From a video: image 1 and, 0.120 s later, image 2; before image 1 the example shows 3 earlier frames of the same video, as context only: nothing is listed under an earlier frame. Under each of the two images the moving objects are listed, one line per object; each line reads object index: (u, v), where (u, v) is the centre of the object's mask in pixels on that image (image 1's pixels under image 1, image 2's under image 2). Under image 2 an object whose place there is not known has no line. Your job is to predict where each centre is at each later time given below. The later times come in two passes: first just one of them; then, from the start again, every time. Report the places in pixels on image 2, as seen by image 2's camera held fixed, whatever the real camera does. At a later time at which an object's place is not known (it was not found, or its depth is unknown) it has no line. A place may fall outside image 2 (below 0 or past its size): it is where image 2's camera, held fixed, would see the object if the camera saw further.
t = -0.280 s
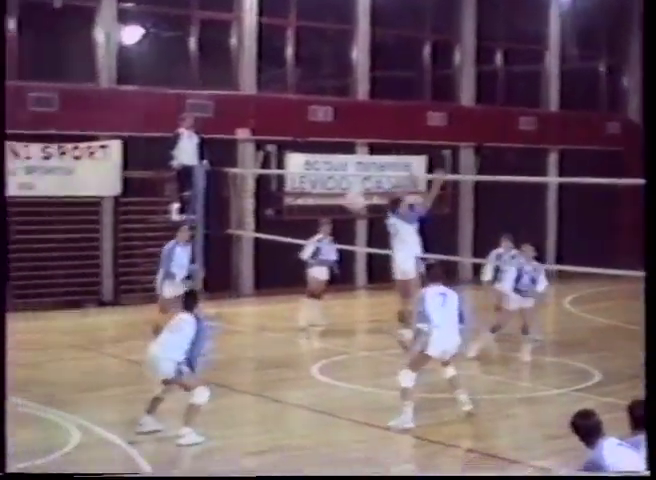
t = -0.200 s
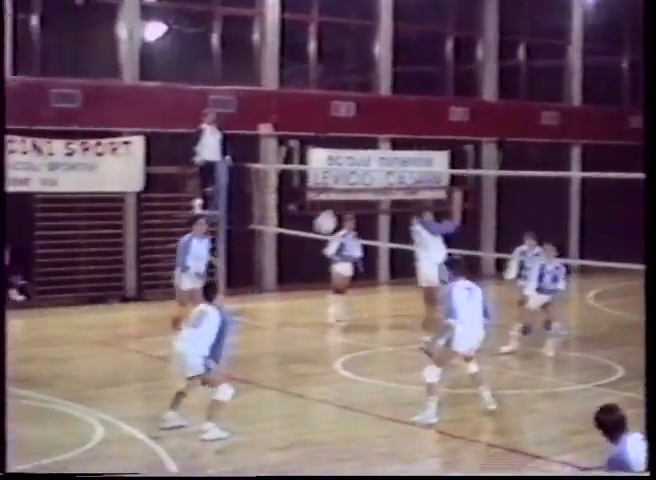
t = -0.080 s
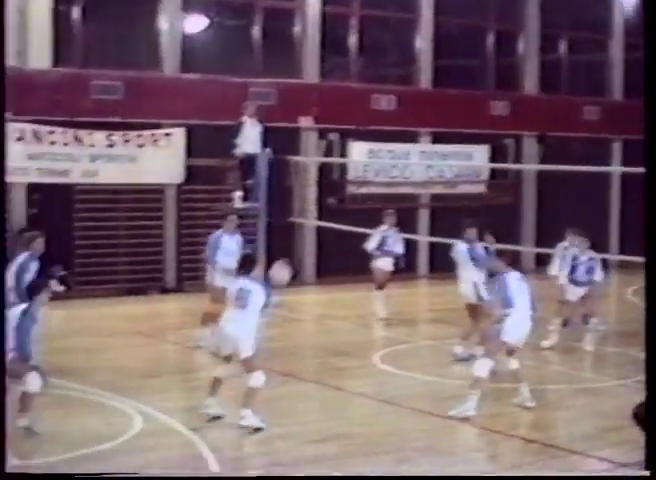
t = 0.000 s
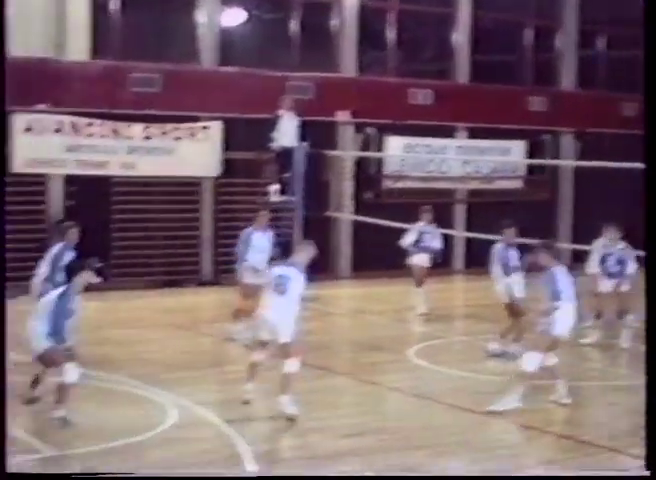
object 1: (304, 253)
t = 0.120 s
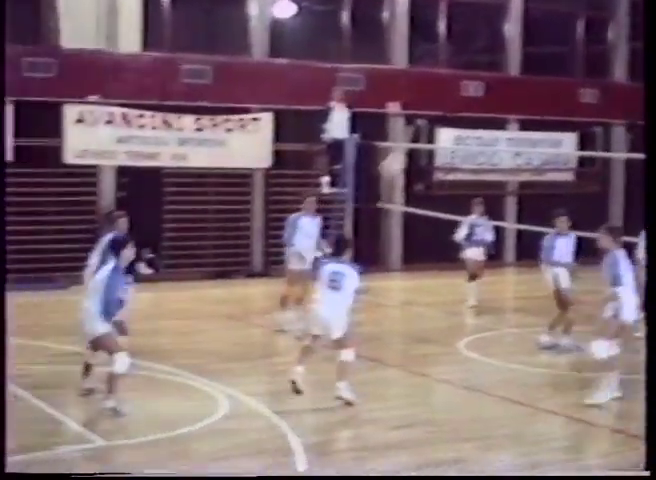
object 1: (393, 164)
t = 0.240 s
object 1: (432, 101)
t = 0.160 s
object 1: (406, 140)
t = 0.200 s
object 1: (422, 119)
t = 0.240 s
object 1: (432, 101)
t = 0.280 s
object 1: (443, 84)
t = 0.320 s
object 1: (454, 70)
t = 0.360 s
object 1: (464, 57)
